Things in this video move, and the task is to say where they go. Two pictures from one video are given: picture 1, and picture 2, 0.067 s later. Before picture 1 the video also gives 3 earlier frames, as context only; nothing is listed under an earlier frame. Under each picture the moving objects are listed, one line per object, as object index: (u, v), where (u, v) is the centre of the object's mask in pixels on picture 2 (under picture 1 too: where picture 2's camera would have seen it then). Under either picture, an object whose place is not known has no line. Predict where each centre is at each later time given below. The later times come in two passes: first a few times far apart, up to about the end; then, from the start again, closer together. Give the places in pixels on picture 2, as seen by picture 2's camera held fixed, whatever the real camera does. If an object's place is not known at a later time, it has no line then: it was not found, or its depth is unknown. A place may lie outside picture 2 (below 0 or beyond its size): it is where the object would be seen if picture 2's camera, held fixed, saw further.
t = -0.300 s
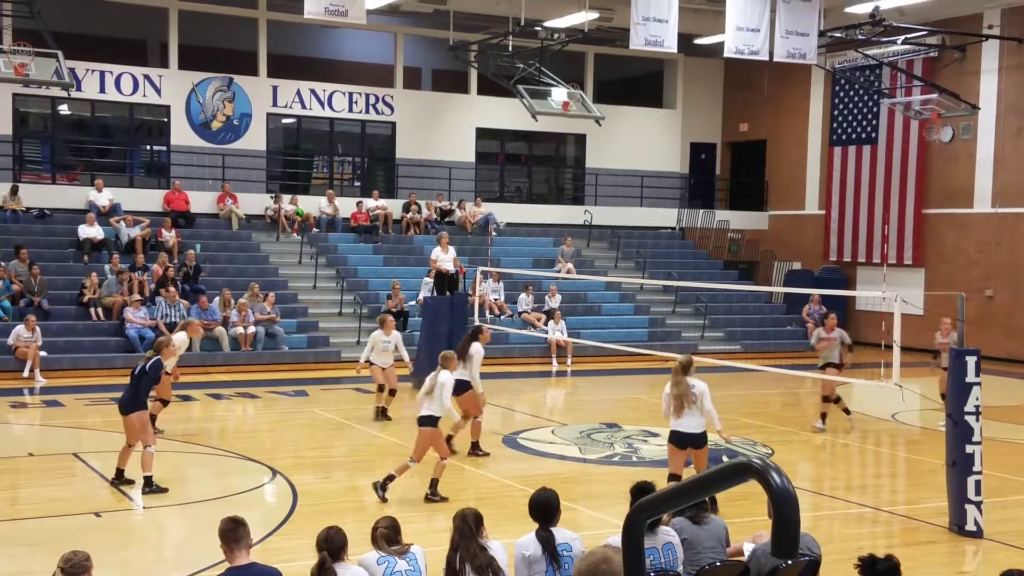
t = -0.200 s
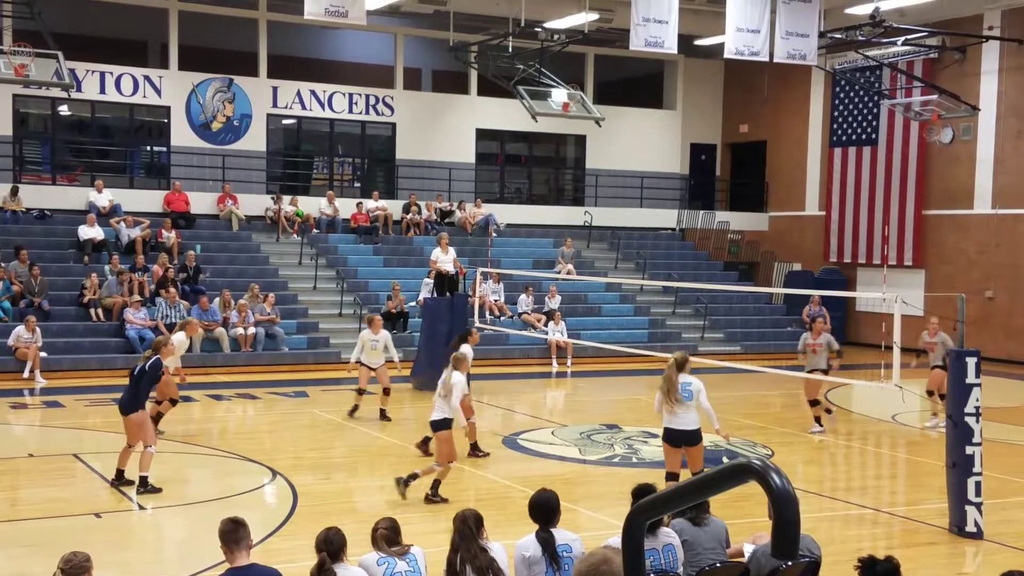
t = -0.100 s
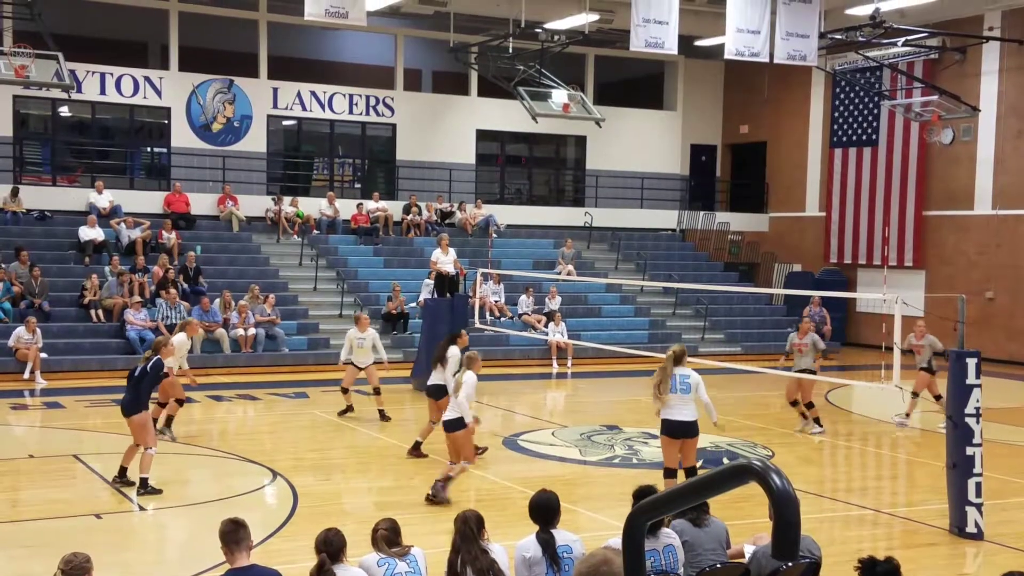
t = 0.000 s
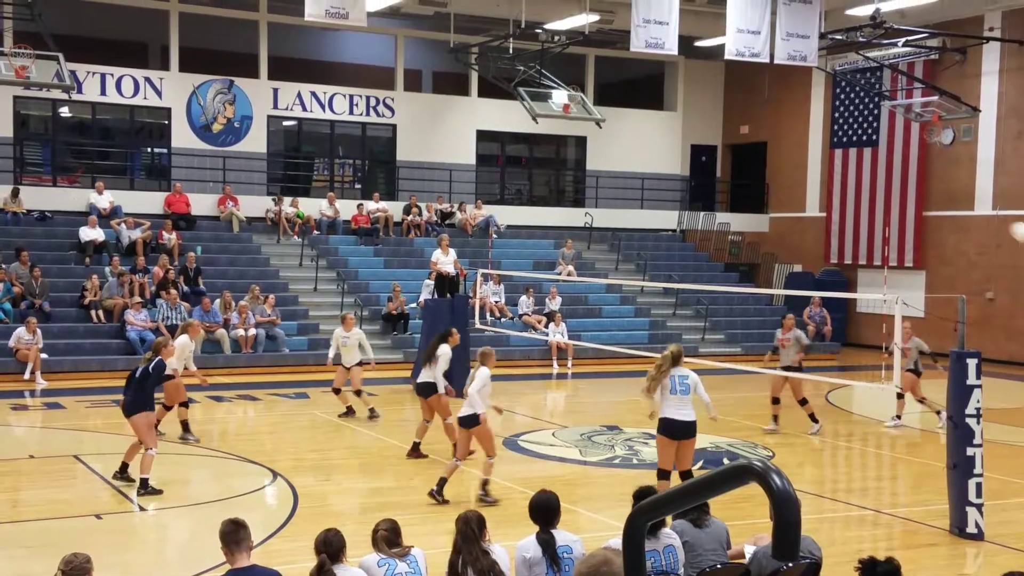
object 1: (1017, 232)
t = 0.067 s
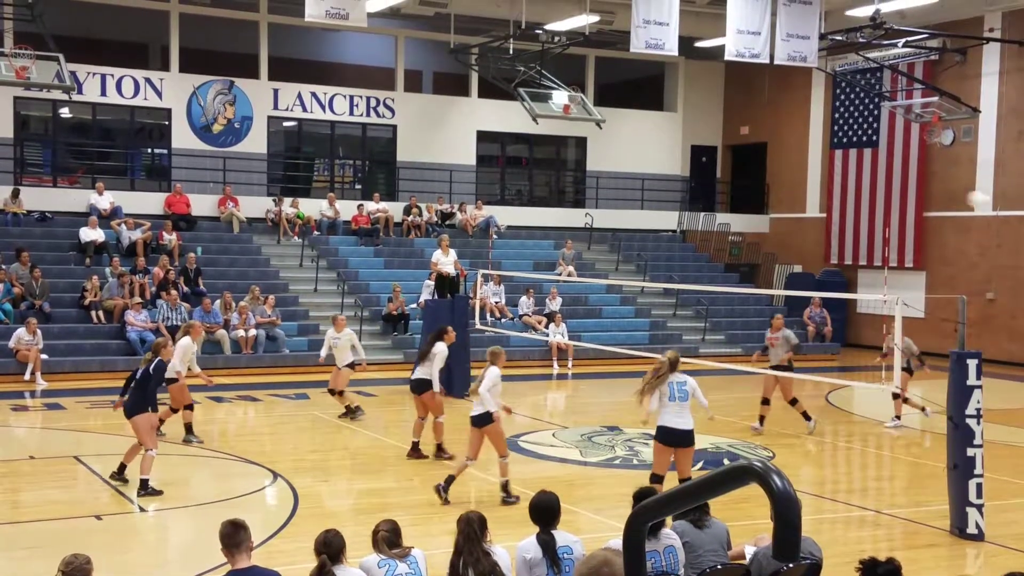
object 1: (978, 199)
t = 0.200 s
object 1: (893, 151)
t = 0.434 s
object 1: (738, 99)
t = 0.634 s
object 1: (608, 93)
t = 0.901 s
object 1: (433, 137)
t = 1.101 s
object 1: (302, 216)
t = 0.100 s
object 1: (957, 187)
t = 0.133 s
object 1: (935, 174)
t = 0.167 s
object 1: (915, 162)
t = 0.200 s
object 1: (893, 151)
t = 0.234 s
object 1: (870, 140)
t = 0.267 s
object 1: (848, 131)
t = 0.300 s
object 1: (828, 123)
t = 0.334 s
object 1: (803, 115)
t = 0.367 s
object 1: (783, 109)
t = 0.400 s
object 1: (761, 103)
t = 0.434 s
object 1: (738, 99)
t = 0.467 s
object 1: (717, 95)
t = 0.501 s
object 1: (695, 92)
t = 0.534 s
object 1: (673, 91)
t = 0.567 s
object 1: (652, 91)
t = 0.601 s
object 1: (630, 91)
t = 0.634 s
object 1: (608, 93)
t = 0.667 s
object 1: (586, 94)
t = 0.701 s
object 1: (565, 97)
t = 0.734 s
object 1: (552, 98)
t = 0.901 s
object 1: (433, 137)
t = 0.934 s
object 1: (412, 145)
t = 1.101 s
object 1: (302, 216)
